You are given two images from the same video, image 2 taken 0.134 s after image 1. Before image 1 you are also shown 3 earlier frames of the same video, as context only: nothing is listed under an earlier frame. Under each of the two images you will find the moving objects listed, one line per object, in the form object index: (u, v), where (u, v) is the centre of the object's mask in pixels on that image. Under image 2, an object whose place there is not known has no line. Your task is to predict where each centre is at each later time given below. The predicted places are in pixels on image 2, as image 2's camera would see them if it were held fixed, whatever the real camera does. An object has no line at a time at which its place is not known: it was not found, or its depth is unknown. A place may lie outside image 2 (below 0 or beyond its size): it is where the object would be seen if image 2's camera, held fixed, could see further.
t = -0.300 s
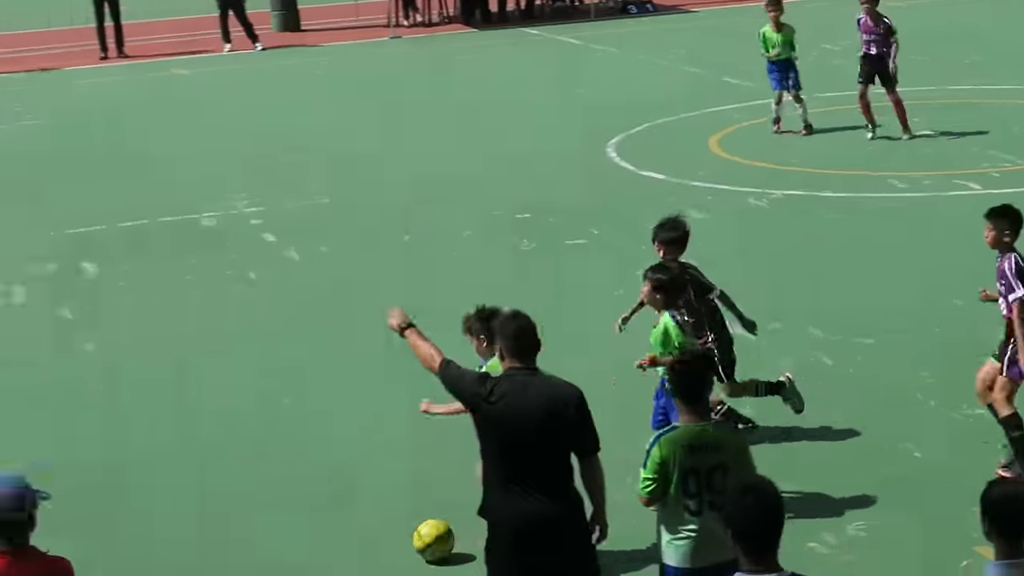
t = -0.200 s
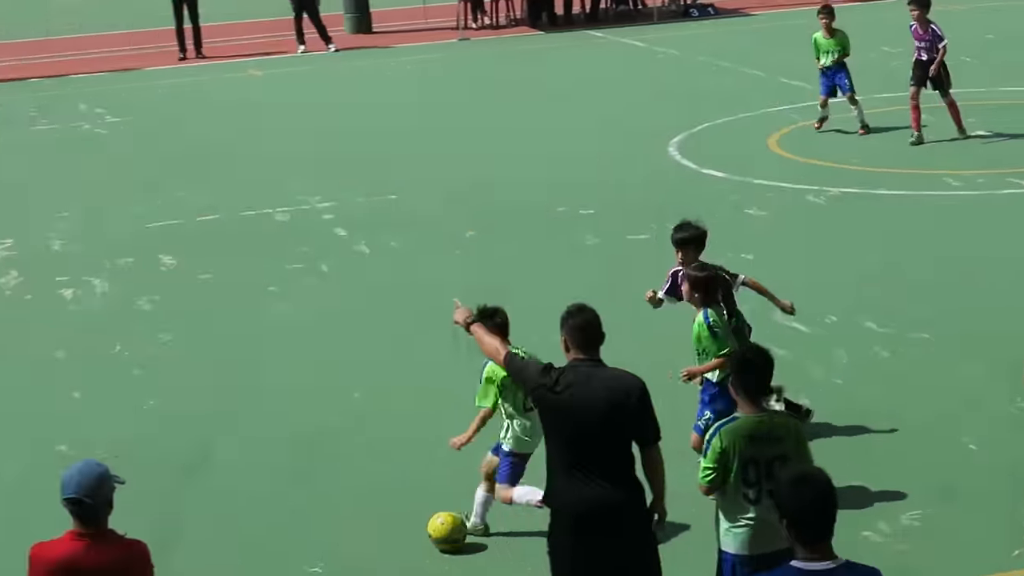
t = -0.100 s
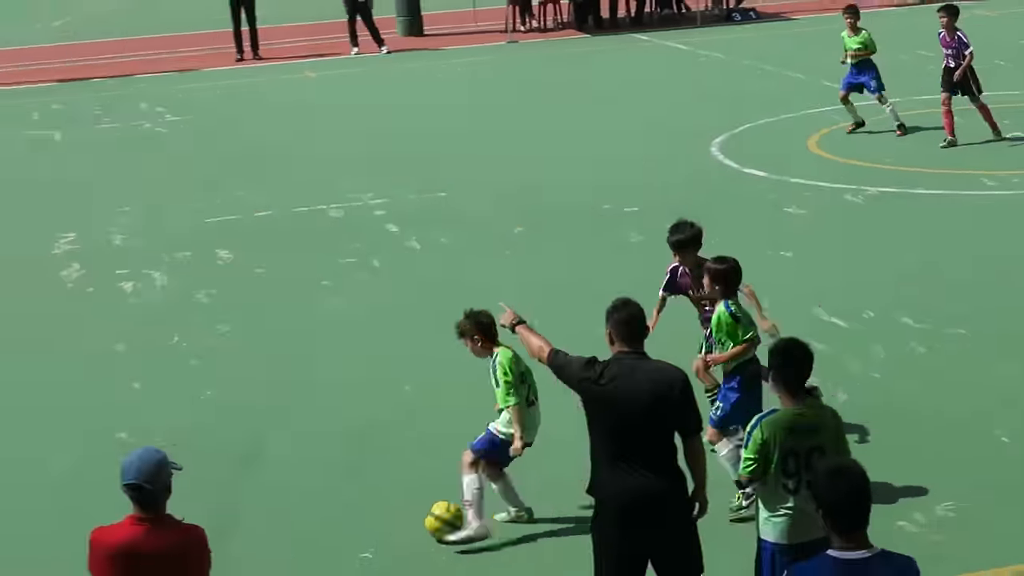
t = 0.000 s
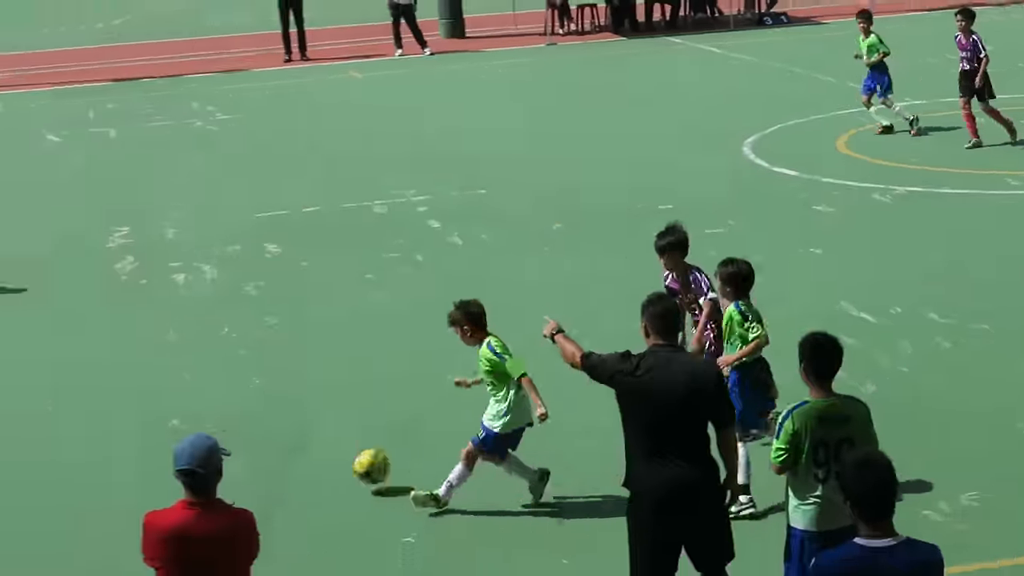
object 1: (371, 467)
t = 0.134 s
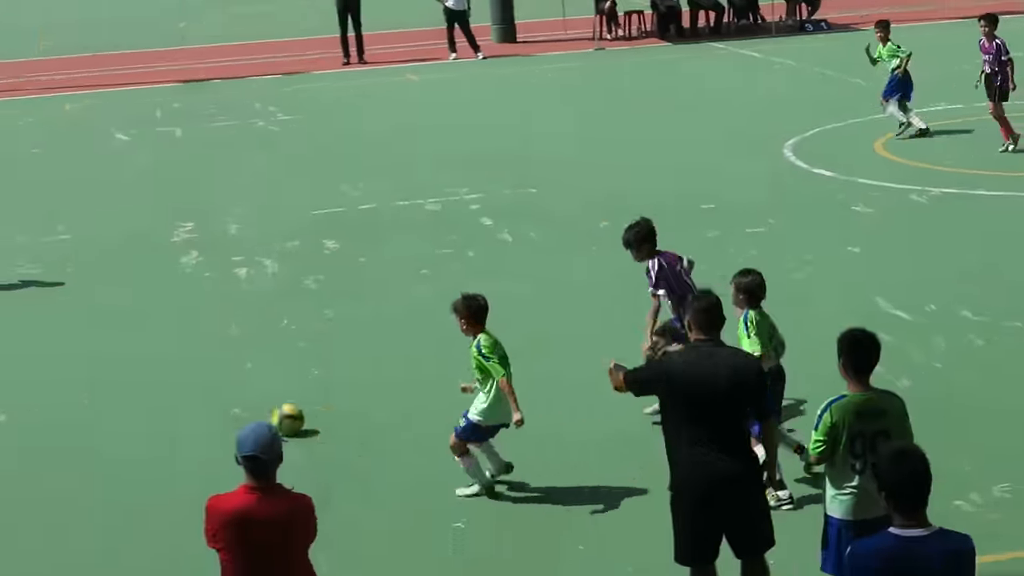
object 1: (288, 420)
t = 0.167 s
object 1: (260, 408)
